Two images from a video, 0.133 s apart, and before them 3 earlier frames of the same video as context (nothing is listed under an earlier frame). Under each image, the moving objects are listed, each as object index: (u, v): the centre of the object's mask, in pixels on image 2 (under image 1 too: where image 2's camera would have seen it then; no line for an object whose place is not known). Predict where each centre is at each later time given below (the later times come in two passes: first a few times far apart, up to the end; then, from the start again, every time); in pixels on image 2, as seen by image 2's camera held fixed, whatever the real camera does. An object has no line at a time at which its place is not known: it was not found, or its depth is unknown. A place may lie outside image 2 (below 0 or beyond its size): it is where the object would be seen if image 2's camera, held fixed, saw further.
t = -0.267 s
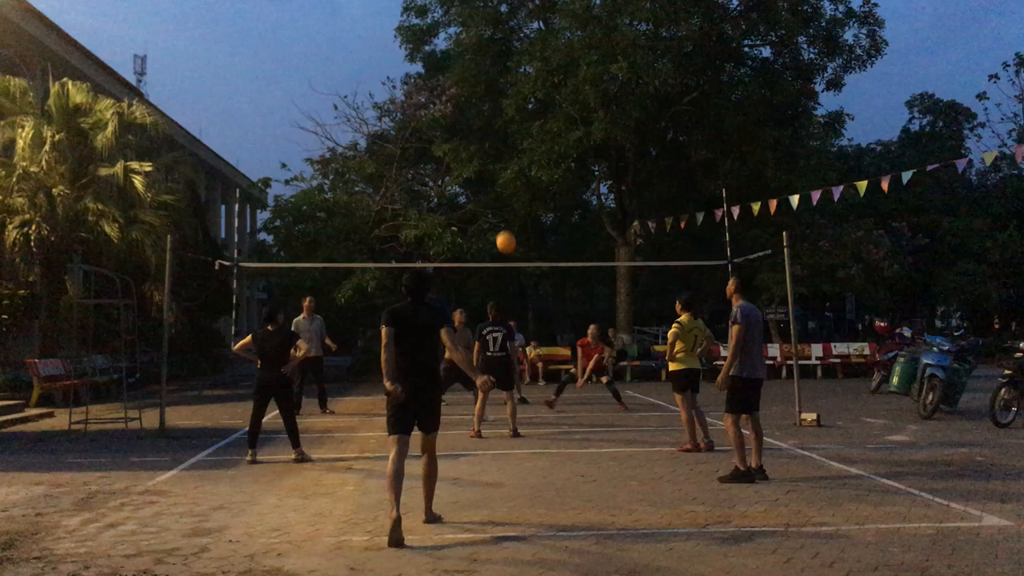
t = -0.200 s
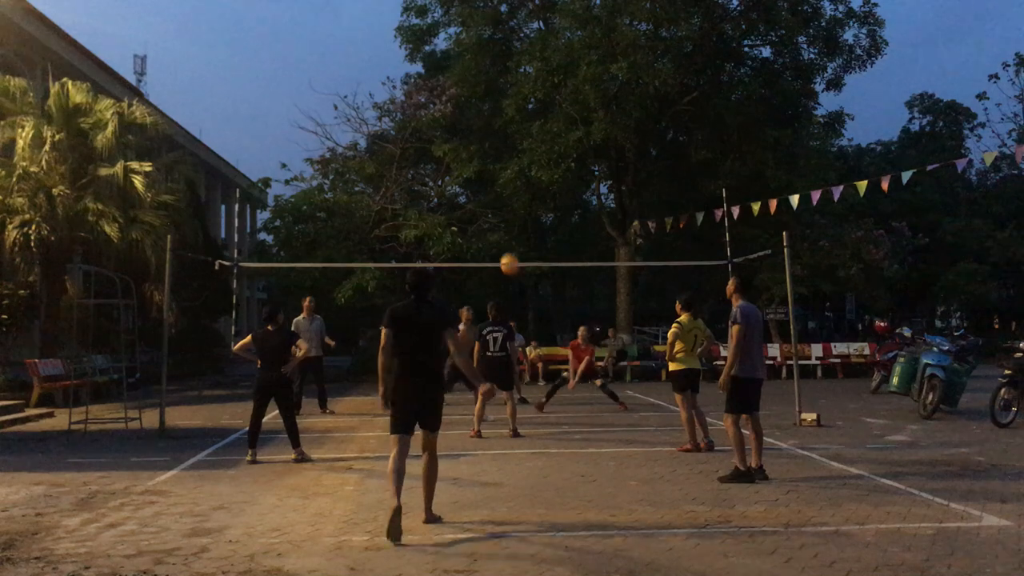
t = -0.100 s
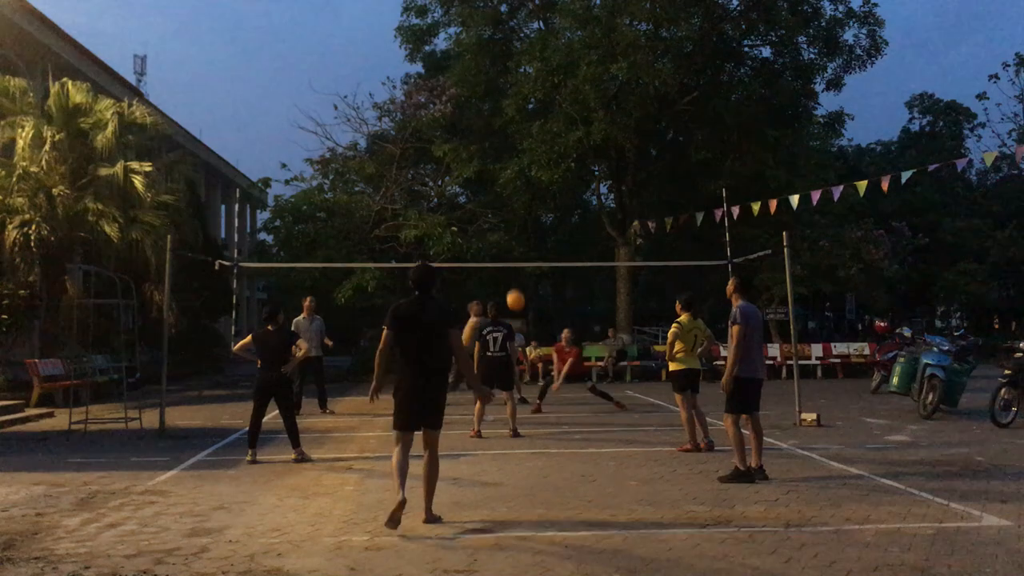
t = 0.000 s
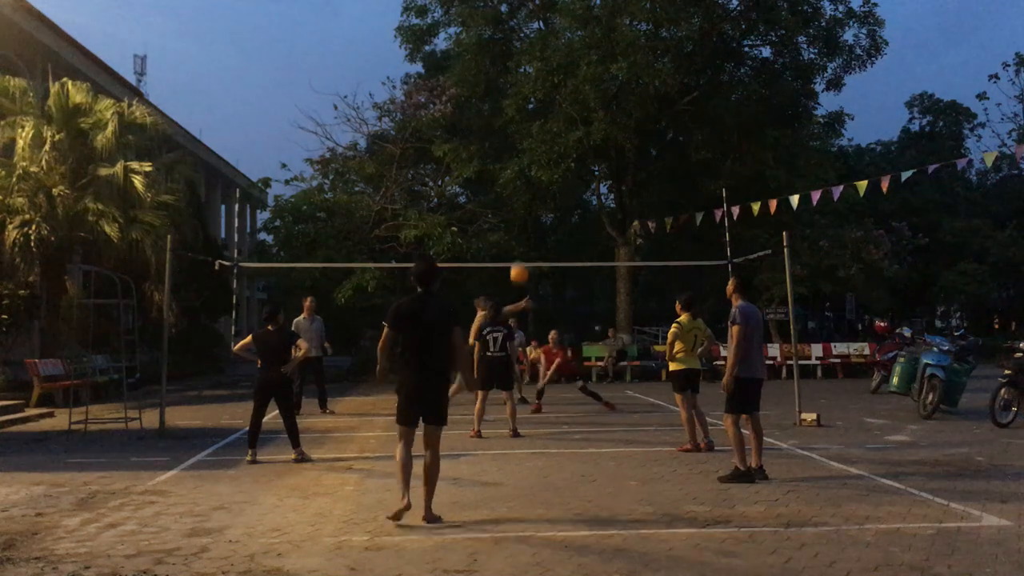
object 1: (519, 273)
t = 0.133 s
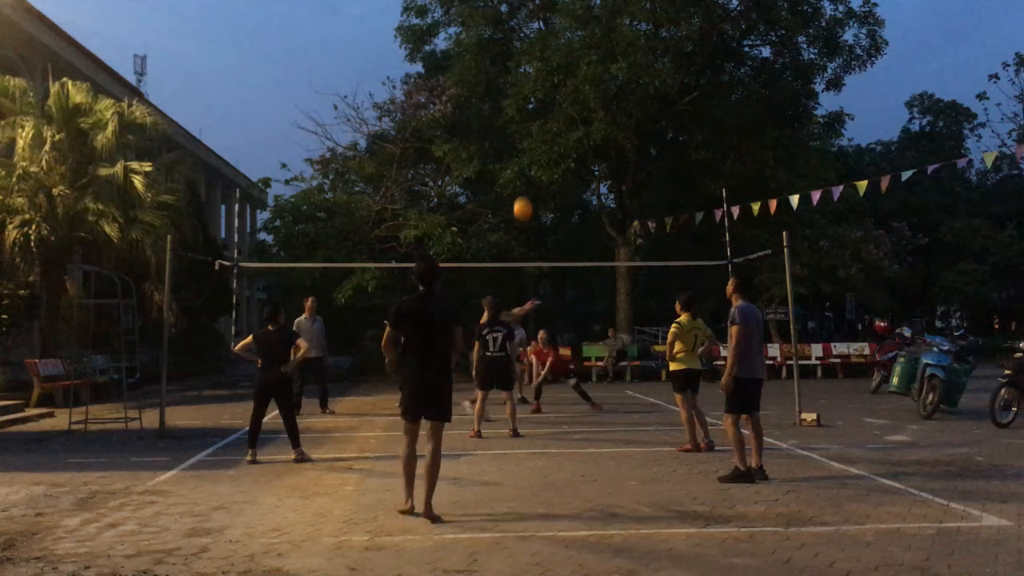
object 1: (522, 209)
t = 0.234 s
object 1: (525, 168)
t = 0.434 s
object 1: (529, 109)
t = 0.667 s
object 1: (533, 77)
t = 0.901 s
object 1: (538, 93)
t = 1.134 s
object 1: (545, 166)
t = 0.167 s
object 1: (523, 194)
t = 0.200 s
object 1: (524, 181)
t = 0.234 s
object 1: (525, 168)
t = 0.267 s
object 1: (526, 156)
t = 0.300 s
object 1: (526, 145)
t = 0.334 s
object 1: (527, 135)
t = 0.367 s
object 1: (527, 125)
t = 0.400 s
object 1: (529, 117)
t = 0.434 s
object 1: (529, 109)
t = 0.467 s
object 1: (529, 101)
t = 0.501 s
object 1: (531, 95)
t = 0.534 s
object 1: (531, 90)
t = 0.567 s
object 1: (531, 85)
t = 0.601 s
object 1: (532, 82)
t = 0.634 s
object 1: (532, 78)
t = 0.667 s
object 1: (533, 77)
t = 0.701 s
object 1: (534, 76)
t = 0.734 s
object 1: (534, 76)
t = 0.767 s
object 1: (535, 77)
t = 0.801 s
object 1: (536, 79)
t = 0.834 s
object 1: (536, 83)
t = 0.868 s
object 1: (537, 88)
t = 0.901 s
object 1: (538, 93)
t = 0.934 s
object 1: (538, 100)
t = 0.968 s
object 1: (540, 108)
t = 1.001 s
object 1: (540, 117)
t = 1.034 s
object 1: (542, 127)
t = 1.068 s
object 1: (543, 139)
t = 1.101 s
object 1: (544, 152)
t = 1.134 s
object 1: (545, 166)
